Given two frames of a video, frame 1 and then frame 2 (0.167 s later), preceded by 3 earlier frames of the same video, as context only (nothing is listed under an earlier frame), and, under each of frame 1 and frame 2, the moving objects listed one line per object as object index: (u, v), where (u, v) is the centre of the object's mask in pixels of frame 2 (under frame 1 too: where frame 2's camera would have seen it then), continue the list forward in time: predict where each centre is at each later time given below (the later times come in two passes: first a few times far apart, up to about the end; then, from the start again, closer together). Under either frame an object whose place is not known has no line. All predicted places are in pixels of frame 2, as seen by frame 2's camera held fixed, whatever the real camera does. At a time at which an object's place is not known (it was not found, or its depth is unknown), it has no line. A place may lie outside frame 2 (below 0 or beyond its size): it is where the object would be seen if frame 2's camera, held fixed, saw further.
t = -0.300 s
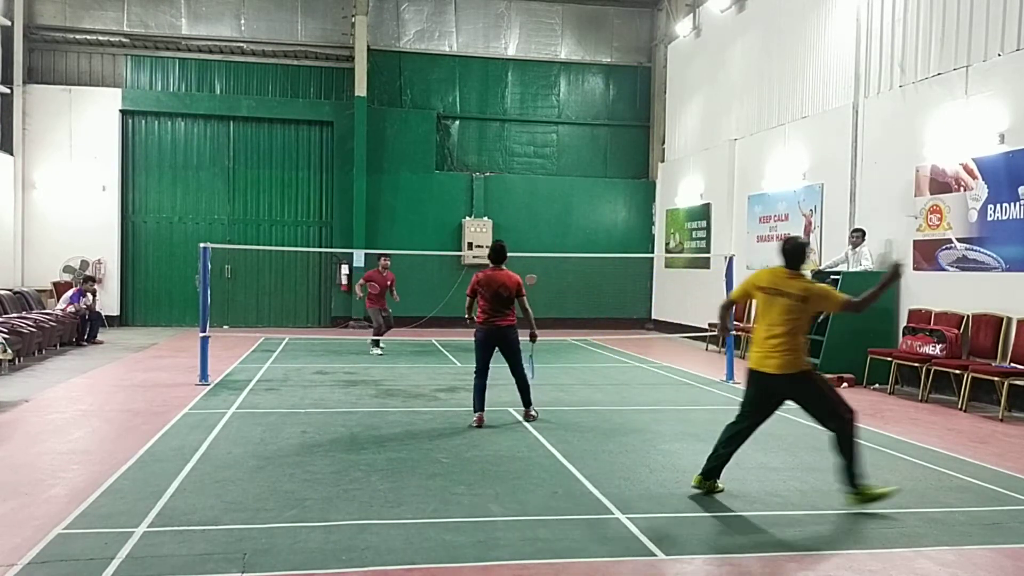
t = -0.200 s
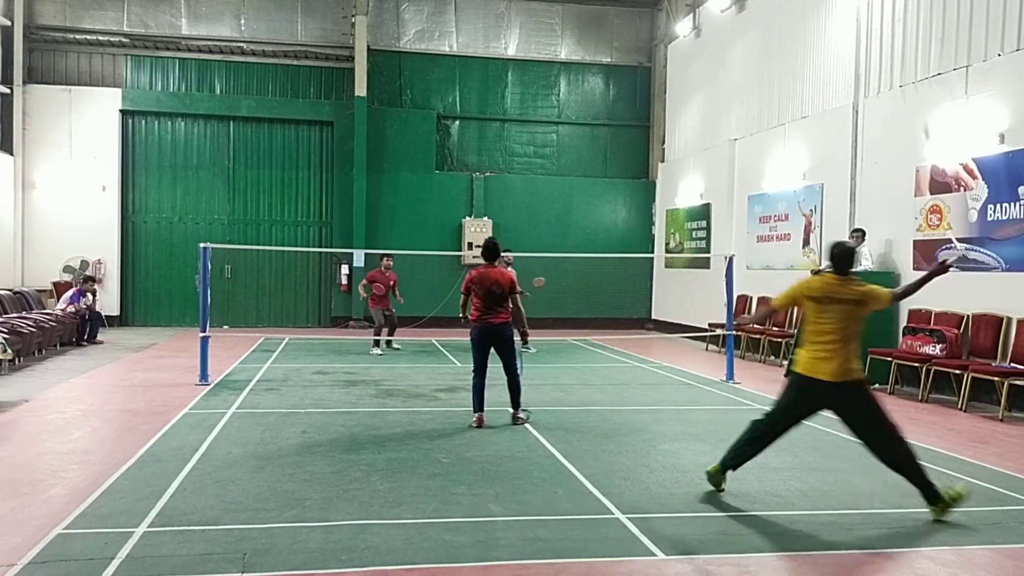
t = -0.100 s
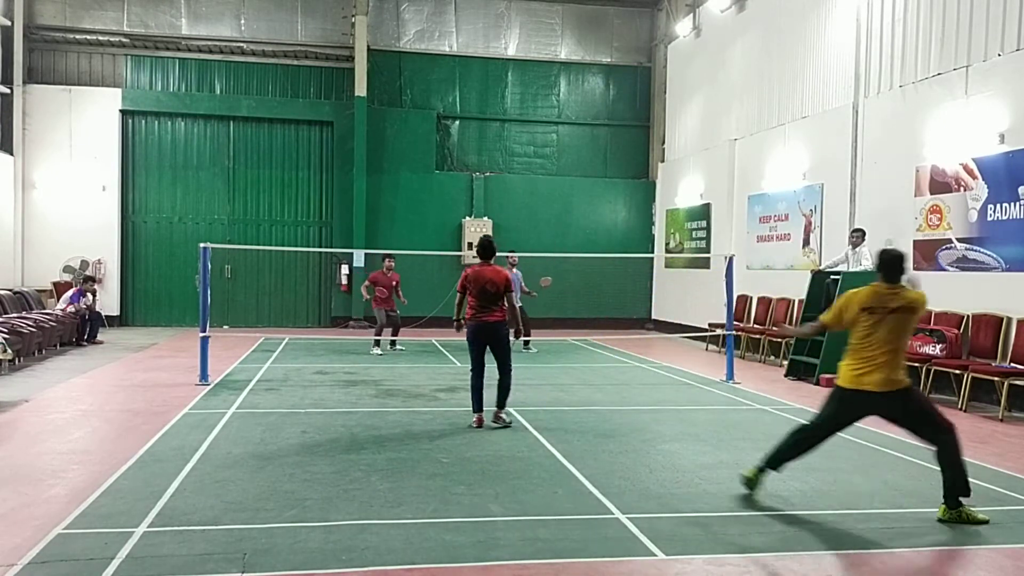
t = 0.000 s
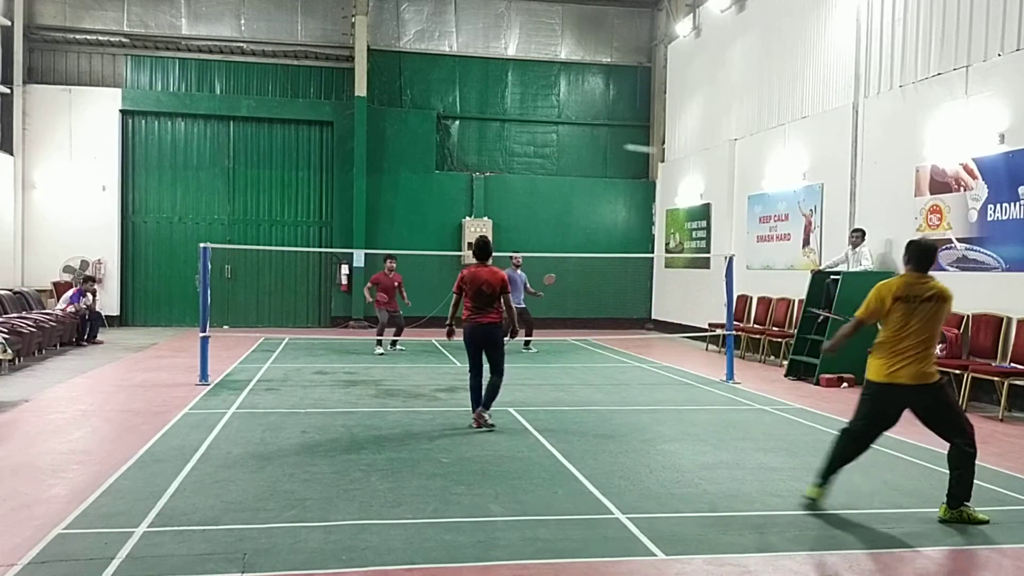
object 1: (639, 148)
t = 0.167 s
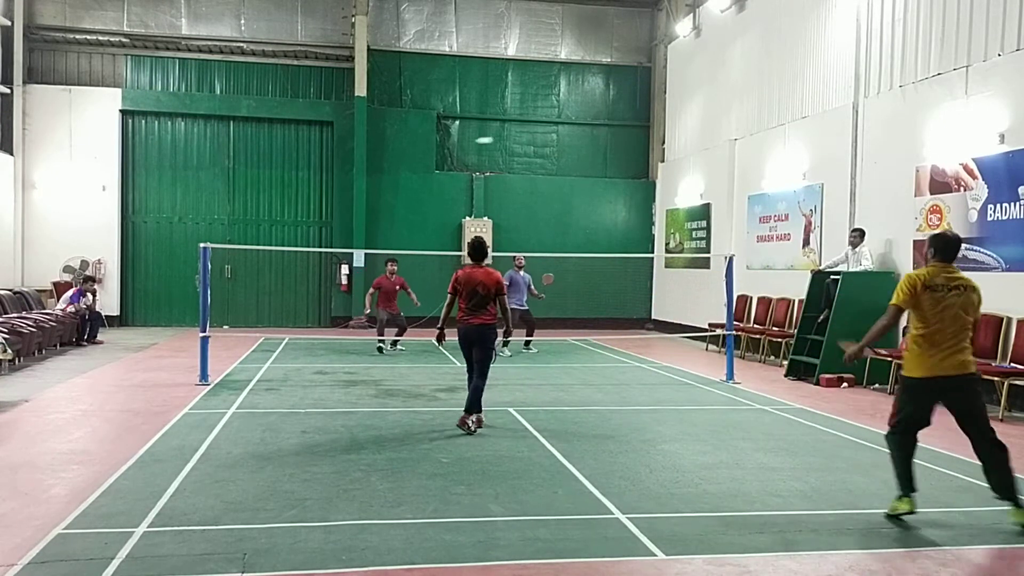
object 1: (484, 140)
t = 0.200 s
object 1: (465, 142)
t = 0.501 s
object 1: (355, 186)
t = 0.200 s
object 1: (465, 142)
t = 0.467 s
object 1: (363, 179)
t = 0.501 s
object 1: (355, 186)
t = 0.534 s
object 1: (347, 193)
